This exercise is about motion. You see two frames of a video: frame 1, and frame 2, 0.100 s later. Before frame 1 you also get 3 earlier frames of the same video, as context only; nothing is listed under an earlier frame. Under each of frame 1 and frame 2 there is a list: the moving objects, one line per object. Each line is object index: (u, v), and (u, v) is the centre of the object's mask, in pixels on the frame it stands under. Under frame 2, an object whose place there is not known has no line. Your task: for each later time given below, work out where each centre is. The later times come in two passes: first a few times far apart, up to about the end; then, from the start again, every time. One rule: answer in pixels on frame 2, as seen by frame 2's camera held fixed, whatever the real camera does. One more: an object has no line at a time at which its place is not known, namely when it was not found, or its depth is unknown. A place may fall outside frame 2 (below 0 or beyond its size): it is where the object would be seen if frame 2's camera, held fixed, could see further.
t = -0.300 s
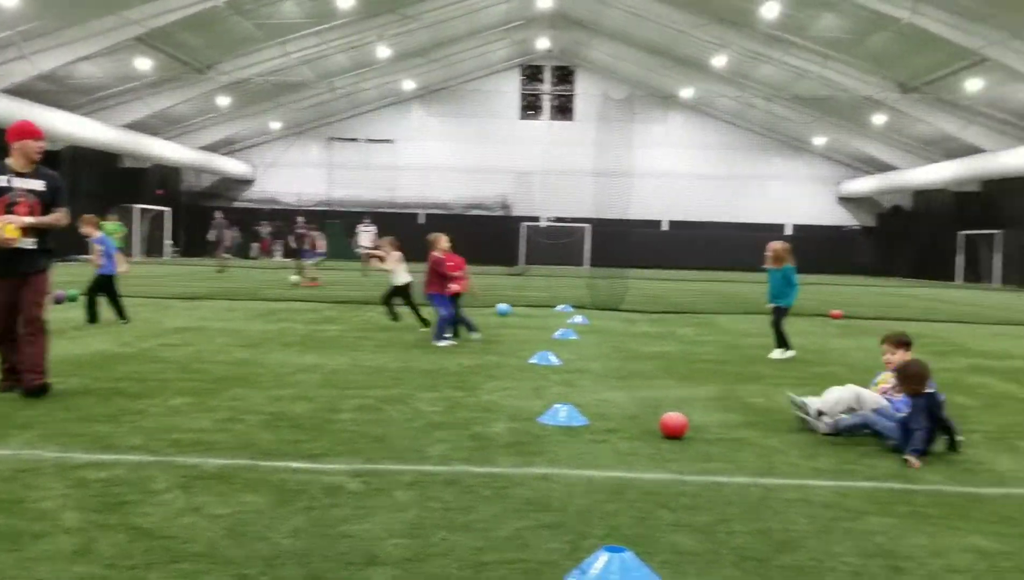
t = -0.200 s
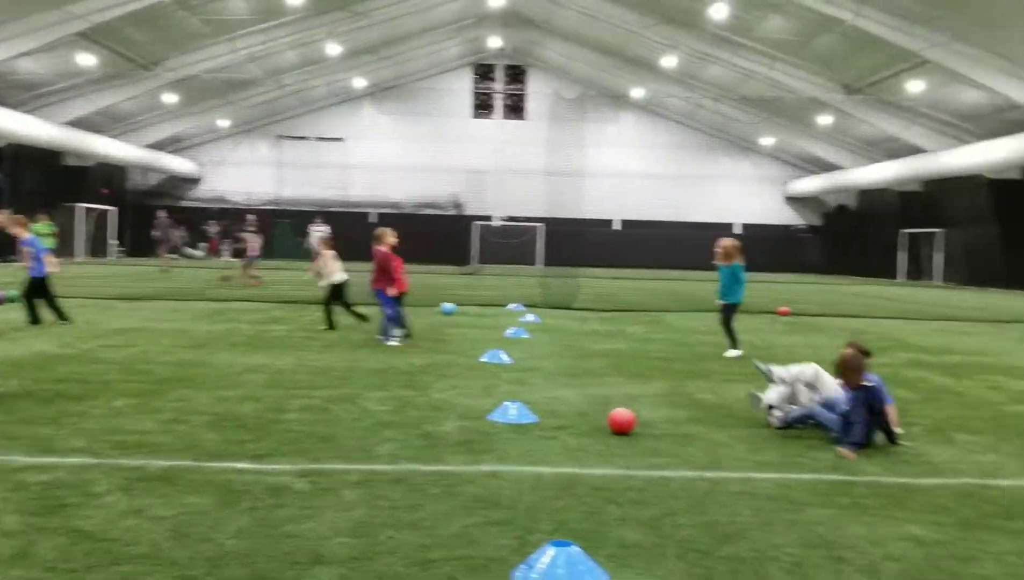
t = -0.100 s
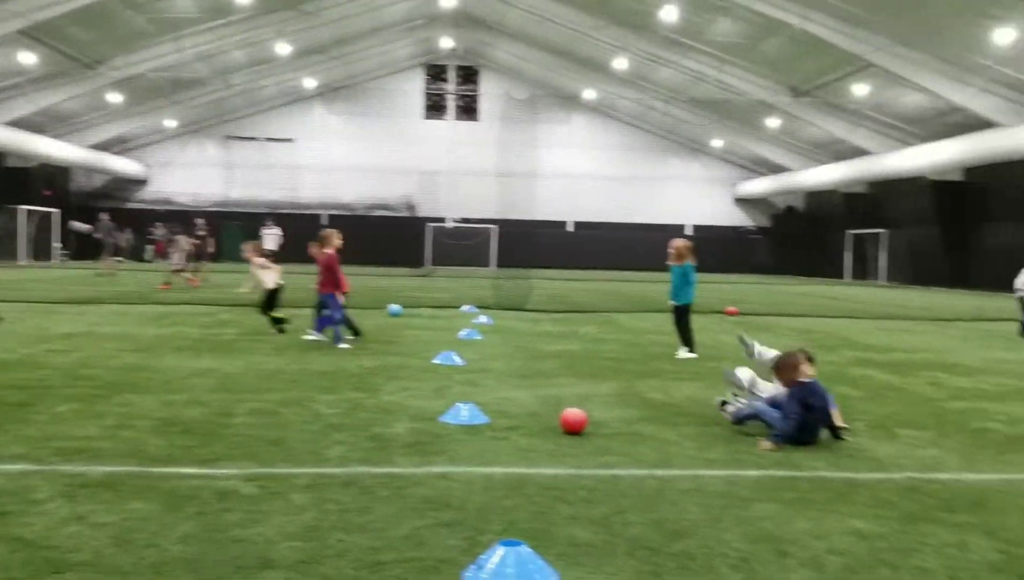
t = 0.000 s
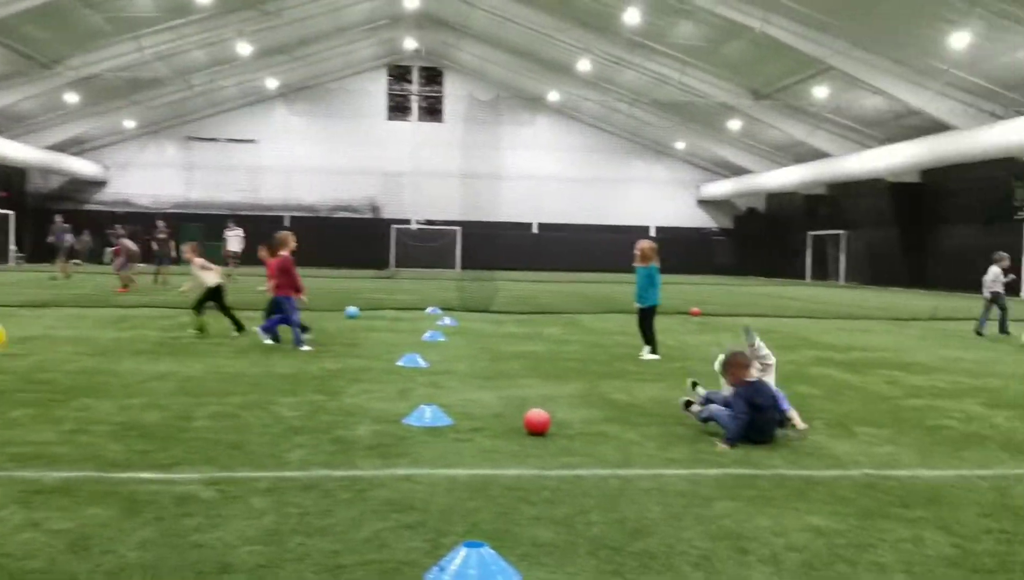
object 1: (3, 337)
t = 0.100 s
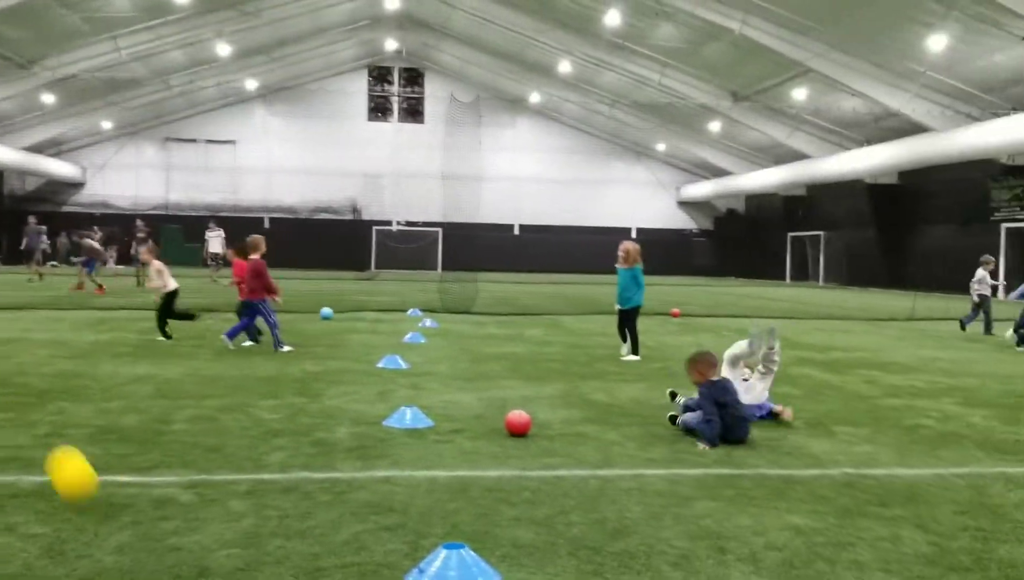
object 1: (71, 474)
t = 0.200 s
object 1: (127, 440)
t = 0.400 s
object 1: (206, 367)
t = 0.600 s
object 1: (277, 392)
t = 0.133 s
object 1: (98, 488)
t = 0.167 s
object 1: (112, 461)
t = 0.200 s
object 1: (127, 440)
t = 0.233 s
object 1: (141, 422)
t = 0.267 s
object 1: (155, 405)
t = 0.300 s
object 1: (168, 392)
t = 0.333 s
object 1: (181, 381)
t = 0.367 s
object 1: (193, 373)
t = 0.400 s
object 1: (206, 367)
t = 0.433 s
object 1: (218, 365)
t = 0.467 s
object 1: (230, 365)
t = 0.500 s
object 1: (242, 368)
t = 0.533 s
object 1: (253, 374)
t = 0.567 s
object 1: (264, 382)
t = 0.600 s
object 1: (277, 392)
